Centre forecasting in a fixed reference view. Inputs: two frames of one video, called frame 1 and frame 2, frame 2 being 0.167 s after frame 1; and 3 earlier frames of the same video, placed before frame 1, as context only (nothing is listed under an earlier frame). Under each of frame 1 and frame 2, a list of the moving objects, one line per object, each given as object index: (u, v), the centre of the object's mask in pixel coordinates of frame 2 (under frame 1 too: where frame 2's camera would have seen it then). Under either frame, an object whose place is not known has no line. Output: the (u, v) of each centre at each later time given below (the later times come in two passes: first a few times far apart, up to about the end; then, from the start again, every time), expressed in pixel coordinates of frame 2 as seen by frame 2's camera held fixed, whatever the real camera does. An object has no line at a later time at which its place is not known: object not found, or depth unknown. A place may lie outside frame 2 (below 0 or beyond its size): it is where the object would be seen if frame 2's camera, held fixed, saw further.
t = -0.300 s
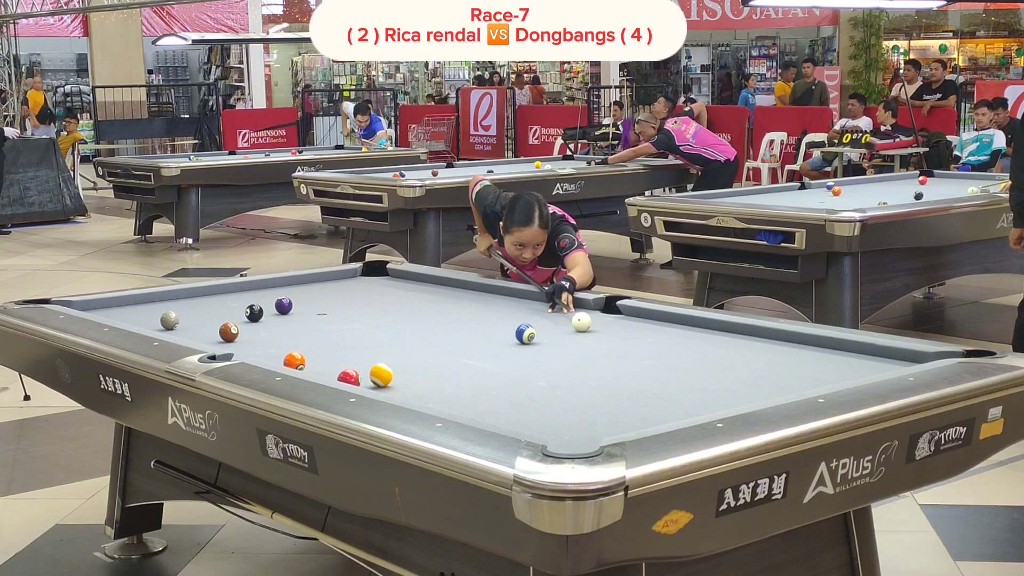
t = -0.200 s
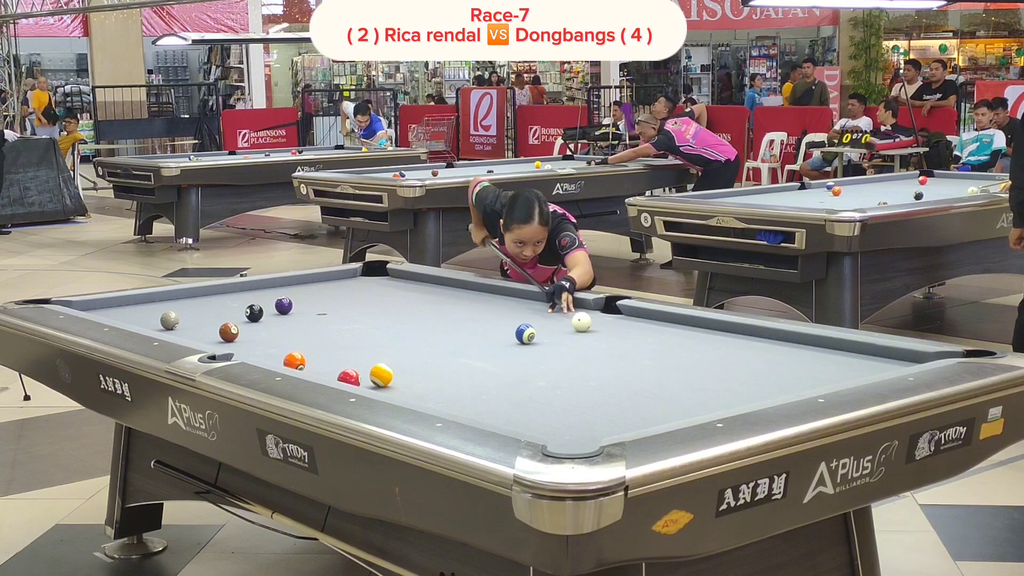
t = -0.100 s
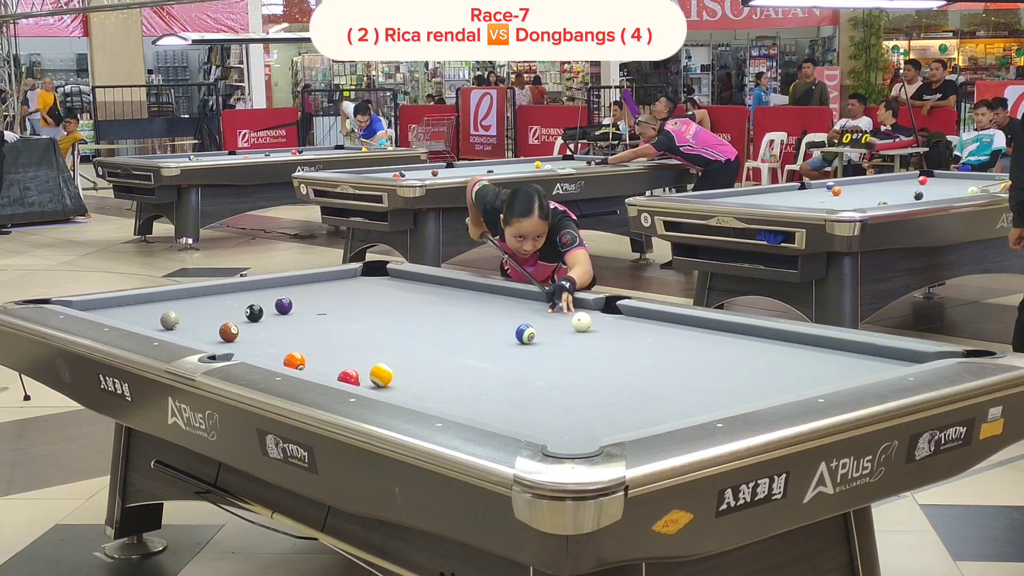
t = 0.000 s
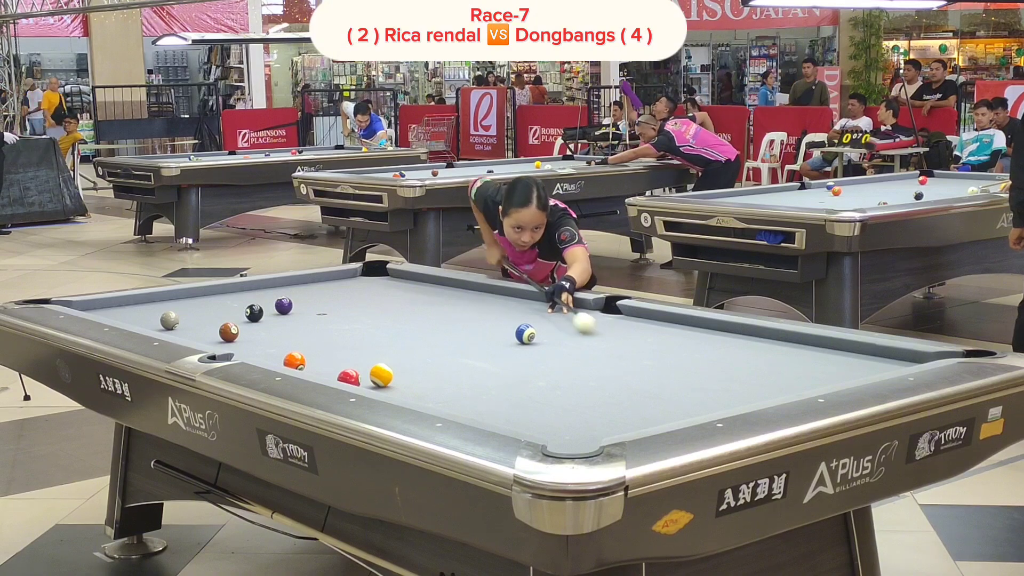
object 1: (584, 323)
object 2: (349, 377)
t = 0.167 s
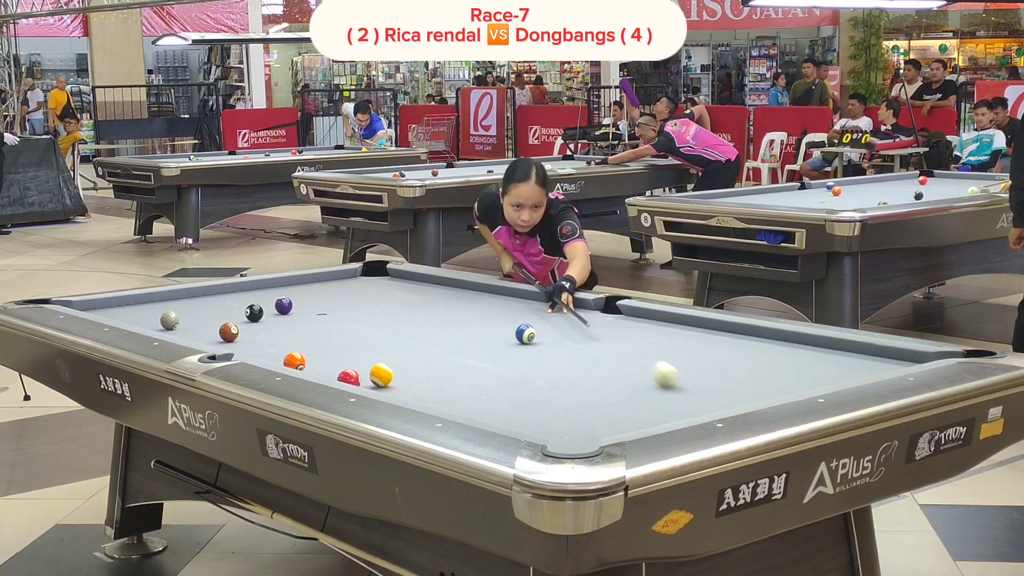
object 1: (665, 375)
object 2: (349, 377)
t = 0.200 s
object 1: (685, 388)
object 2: (349, 377)
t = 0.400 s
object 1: (535, 399)
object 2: (350, 377)
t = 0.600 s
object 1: (352, 379)
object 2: (345, 371)
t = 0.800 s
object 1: (348, 375)
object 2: (337, 350)
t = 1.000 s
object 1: (340, 369)
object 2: (330, 332)
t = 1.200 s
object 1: (332, 362)
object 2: (325, 316)
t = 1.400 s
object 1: (325, 355)
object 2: (320, 303)
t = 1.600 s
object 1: (319, 349)
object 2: (316, 291)
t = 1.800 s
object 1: (313, 343)
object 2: (313, 280)
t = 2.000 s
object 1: (308, 338)
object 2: (335, 278)
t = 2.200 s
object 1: (303, 333)
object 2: (365, 279)
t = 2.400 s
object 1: (299, 329)
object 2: (395, 281)
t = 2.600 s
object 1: (294, 325)
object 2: (426, 282)
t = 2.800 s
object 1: (291, 321)
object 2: (455, 283)
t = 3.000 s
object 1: (287, 317)
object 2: (464, 286)
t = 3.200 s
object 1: (284, 314)
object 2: (472, 289)
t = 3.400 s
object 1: (281, 311)
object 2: (480, 292)
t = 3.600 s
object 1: (278, 308)
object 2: (488, 296)
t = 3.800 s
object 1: (273, 308)
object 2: (496, 299)
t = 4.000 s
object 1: (269, 307)
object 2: (504, 302)
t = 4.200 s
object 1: (266, 306)
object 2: (512, 305)
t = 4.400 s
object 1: (264, 305)
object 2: (519, 308)
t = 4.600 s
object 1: (262, 304)
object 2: (527, 310)
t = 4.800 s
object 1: (261, 303)
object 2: (534, 313)
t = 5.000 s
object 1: (260, 302)
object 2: (541, 316)
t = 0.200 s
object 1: (685, 388)
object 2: (349, 377)
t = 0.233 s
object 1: (706, 401)
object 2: (349, 377)
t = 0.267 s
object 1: (711, 407)
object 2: (350, 377)
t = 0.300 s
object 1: (666, 409)
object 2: (350, 377)
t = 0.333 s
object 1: (621, 406)
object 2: (350, 377)
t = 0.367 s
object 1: (577, 402)
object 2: (350, 377)
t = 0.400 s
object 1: (535, 399)
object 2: (350, 377)
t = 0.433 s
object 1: (495, 396)
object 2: (350, 377)
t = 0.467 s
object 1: (457, 394)
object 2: (350, 377)
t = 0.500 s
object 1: (420, 391)
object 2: (350, 377)
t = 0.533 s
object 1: (387, 385)
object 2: (350, 377)
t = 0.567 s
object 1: (355, 381)
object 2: (347, 373)
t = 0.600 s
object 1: (352, 379)
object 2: (345, 371)
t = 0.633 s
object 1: (353, 379)
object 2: (344, 368)
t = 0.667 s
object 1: (353, 378)
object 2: (343, 365)
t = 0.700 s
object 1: (352, 378)
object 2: (341, 361)
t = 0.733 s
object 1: (351, 377)
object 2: (340, 357)
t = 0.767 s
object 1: (350, 376)
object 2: (339, 354)
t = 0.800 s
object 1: (348, 375)
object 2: (337, 350)
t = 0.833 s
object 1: (347, 374)
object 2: (336, 347)
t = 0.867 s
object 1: (345, 373)
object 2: (335, 344)
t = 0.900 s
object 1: (344, 372)
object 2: (334, 340)
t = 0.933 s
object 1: (342, 371)
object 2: (333, 337)
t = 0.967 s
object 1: (341, 370)
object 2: (332, 335)
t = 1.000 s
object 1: (340, 369)
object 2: (330, 332)
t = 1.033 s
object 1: (338, 368)
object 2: (330, 329)
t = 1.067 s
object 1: (337, 366)
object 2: (329, 326)
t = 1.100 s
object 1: (335, 365)
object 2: (328, 324)
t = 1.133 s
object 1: (334, 364)
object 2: (327, 321)
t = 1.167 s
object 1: (333, 363)
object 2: (326, 319)
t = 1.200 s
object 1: (332, 362)
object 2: (325, 316)
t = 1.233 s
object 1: (331, 361)
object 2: (324, 314)
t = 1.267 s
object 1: (330, 359)
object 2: (323, 312)
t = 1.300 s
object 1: (328, 358)
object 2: (322, 309)
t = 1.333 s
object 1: (327, 357)
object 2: (322, 307)
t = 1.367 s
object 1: (326, 356)
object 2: (321, 305)
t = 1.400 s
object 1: (325, 355)
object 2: (320, 303)
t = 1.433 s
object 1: (324, 354)
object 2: (319, 301)
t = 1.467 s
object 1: (323, 353)
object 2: (319, 299)
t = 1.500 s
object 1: (322, 352)
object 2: (318, 297)
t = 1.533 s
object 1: (321, 351)
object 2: (318, 295)
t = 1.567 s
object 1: (320, 350)
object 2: (317, 293)
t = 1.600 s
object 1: (319, 349)
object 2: (316, 291)
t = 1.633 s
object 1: (318, 348)
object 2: (316, 289)
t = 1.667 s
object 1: (317, 347)
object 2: (315, 287)
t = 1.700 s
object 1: (316, 346)
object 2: (315, 285)
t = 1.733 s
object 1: (315, 345)
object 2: (314, 283)
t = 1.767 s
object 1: (314, 344)
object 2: (314, 282)
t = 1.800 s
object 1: (313, 343)
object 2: (313, 280)
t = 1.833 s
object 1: (312, 342)
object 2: (312, 279)
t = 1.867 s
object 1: (311, 341)
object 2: (312, 278)
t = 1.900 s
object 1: (310, 341)
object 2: (319, 278)
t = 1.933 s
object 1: (309, 340)
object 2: (324, 278)
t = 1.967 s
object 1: (309, 339)
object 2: (330, 278)
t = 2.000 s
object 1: (308, 338)
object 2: (335, 278)
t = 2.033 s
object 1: (307, 337)
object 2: (340, 278)
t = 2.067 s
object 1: (306, 336)
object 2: (345, 278)
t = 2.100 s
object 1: (305, 336)
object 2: (350, 279)
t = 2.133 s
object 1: (304, 335)
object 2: (355, 279)
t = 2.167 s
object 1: (304, 334)
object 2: (360, 279)
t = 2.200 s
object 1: (303, 333)
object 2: (365, 279)
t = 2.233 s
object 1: (302, 333)
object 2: (370, 279)
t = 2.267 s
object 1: (301, 332)
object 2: (375, 280)
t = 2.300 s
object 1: (301, 331)
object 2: (380, 280)
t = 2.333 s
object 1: (300, 330)
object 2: (385, 280)
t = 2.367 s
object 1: (299, 329)
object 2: (390, 280)
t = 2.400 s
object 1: (299, 329)
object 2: (395, 281)
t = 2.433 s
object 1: (298, 328)
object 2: (401, 281)
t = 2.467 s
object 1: (297, 327)
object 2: (406, 281)
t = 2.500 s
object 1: (296, 327)
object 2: (411, 281)
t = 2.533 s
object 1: (296, 326)
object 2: (415, 281)
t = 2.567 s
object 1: (295, 325)
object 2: (420, 282)
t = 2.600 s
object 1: (294, 325)
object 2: (426, 282)
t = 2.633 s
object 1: (294, 324)
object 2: (430, 282)
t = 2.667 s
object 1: (293, 323)
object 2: (435, 282)
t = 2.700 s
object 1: (292, 323)
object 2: (440, 283)
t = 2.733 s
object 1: (292, 322)
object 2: (445, 283)
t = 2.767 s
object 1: (291, 322)
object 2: (450, 284)
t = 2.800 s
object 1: (291, 321)
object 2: (455, 283)
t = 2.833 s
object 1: (290, 320)
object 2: (457, 284)
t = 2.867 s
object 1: (289, 320)
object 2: (459, 284)
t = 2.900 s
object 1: (289, 319)
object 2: (460, 285)
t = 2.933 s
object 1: (288, 318)
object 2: (461, 285)
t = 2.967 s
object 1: (287, 318)
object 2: (463, 286)
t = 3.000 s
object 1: (287, 317)
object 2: (464, 286)
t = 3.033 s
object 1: (287, 317)
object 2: (466, 287)
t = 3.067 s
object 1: (286, 316)
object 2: (467, 288)
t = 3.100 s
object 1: (285, 316)
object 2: (468, 288)
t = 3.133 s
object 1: (285, 315)
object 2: (470, 288)
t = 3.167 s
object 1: (284, 315)
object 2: (471, 289)
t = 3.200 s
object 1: (284, 314)
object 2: (472, 289)
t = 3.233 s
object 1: (283, 314)
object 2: (474, 290)
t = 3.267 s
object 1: (283, 313)
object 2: (475, 290)
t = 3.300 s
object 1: (282, 313)
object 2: (476, 291)
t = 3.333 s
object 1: (282, 312)
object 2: (478, 291)
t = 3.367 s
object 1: (282, 312)
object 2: (479, 292)
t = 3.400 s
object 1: (281, 311)
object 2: (480, 292)
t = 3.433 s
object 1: (281, 311)
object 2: (482, 293)
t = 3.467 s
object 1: (280, 310)
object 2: (483, 293)
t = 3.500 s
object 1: (280, 310)
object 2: (484, 294)
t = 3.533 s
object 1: (279, 309)
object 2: (486, 295)
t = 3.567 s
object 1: (279, 309)
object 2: (487, 295)
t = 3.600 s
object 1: (278, 308)
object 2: (488, 296)
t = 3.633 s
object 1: (278, 308)
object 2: (490, 296)
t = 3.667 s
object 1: (277, 308)
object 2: (491, 297)
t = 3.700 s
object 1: (276, 308)
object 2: (492, 297)
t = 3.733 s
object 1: (275, 308)
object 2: (494, 298)
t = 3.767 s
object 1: (274, 308)
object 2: (495, 298)
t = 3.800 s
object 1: (273, 308)
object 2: (496, 299)
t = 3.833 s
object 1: (272, 308)
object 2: (498, 299)
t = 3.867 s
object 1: (272, 308)
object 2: (499, 300)
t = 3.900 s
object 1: (271, 307)
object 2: (500, 300)
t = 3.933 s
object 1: (271, 307)
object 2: (502, 301)
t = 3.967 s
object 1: (270, 307)
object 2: (503, 301)
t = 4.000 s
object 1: (269, 307)
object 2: (504, 302)
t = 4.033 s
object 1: (269, 307)
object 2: (506, 302)
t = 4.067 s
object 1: (268, 307)
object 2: (507, 303)
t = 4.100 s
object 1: (268, 306)
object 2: (508, 303)
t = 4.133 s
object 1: (267, 306)
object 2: (509, 304)
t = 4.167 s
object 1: (267, 306)
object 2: (511, 304)
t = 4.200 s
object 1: (266, 306)
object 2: (512, 305)
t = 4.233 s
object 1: (266, 306)
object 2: (513, 305)
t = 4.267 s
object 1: (265, 305)
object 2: (514, 306)
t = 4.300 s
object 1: (265, 305)
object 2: (516, 306)
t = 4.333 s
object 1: (265, 305)
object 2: (517, 307)
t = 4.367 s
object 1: (265, 305)
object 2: (518, 307)
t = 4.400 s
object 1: (264, 305)
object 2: (519, 308)
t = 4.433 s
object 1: (264, 305)
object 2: (521, 308)
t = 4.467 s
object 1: (264, 304)
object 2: (522, 309)
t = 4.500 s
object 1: (263, 304)
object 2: (523, 309)
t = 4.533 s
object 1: (263, 304)
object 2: (524, 310)
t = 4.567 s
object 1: (263, 304)
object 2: (525, 310)
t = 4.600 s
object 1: (262, 304)
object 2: (527, 310)
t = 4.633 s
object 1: (262, 304)
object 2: (528, 311)
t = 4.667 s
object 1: (262, 303)
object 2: (529, 312)
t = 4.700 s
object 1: (262, 303)
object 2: (530, 312)
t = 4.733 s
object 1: (262, 303)
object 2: (531, 313)
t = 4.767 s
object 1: (261, 303)
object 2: (533, 313)
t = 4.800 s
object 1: (261, 303)
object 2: (534, 313)
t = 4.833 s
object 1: (261, 303)
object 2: (535, 314)
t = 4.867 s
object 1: (260, 303)
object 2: (536, 314)
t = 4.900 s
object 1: (260, 302)
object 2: (537, 315)
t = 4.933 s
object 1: (260, 302)
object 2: (538, 315)
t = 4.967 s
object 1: (260, 302)
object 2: (540, 316)
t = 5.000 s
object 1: (260, 302)
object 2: (541, 316)
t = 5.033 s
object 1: (259, 302)
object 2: (542, 316)
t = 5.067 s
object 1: (260, 302)
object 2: (543, 317)
